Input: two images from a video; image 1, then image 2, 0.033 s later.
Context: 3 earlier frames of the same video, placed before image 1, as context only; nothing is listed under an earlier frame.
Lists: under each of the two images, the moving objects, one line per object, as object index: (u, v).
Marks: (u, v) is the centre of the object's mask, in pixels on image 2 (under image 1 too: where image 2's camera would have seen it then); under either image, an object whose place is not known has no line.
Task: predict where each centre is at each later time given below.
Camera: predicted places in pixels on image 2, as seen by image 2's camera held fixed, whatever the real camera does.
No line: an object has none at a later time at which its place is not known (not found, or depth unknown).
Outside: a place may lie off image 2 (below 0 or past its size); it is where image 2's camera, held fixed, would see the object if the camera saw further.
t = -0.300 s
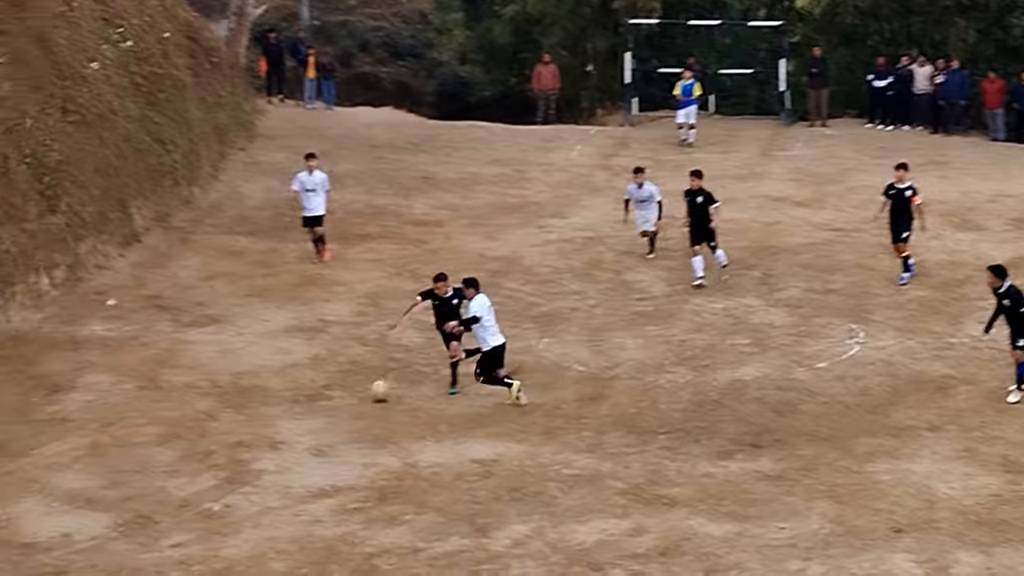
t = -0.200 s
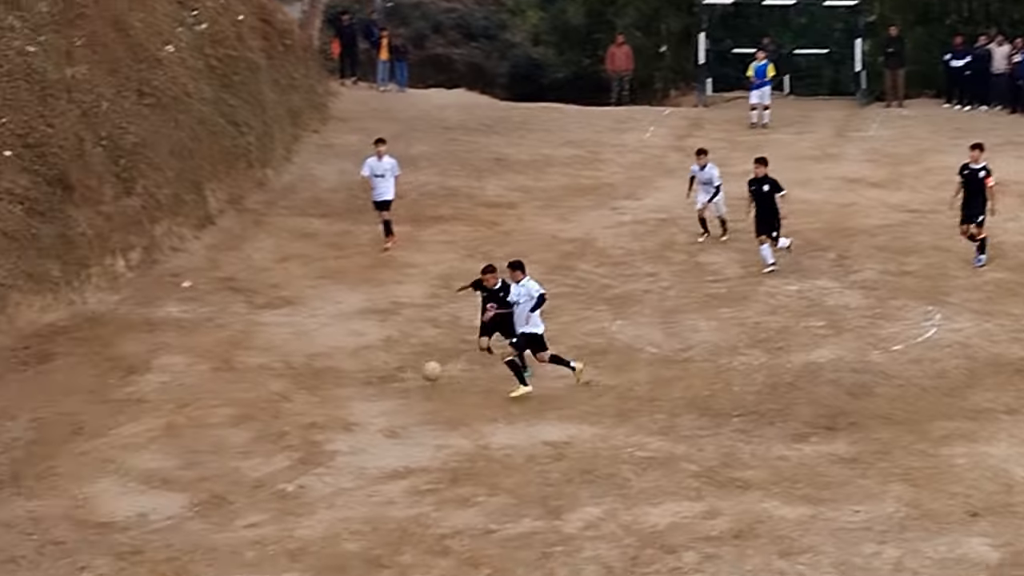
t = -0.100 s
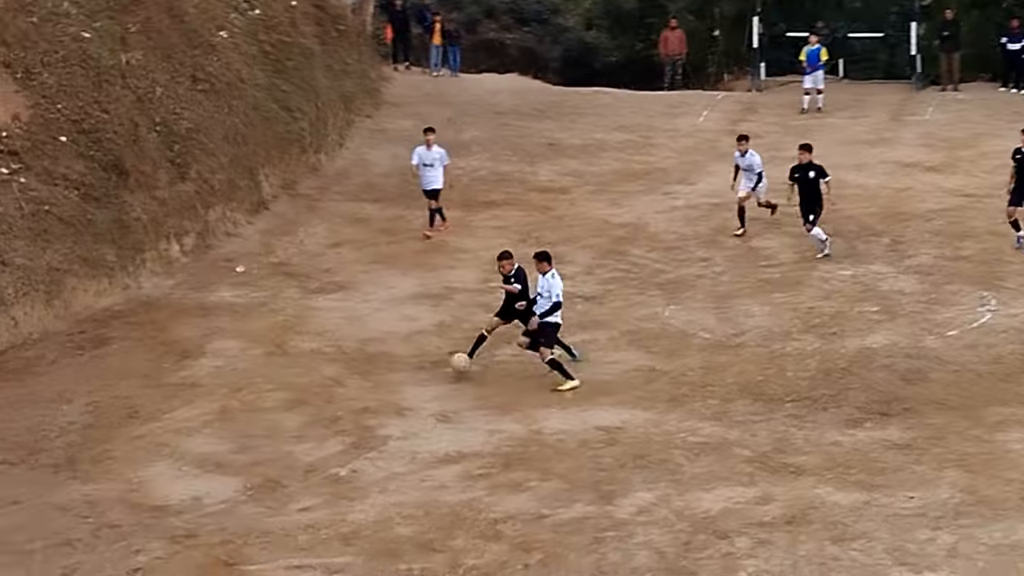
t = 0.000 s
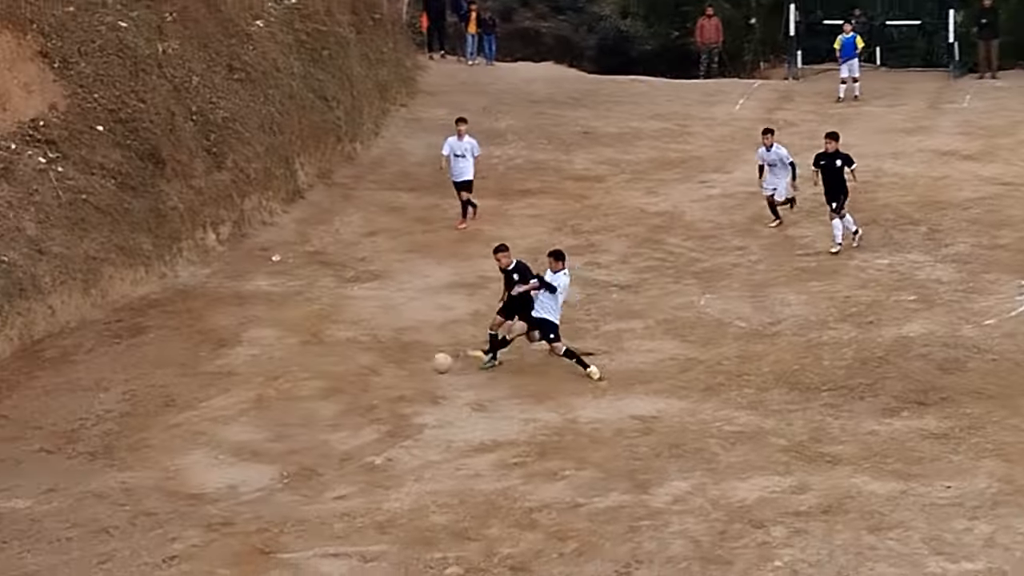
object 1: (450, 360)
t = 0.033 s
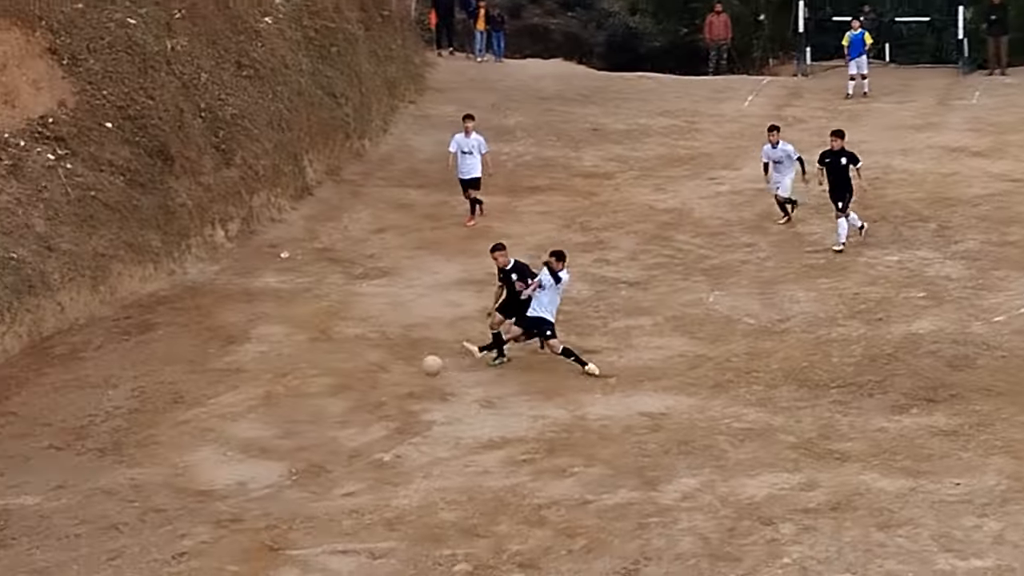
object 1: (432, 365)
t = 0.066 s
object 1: (413, 372)
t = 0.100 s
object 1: (393, 380)
